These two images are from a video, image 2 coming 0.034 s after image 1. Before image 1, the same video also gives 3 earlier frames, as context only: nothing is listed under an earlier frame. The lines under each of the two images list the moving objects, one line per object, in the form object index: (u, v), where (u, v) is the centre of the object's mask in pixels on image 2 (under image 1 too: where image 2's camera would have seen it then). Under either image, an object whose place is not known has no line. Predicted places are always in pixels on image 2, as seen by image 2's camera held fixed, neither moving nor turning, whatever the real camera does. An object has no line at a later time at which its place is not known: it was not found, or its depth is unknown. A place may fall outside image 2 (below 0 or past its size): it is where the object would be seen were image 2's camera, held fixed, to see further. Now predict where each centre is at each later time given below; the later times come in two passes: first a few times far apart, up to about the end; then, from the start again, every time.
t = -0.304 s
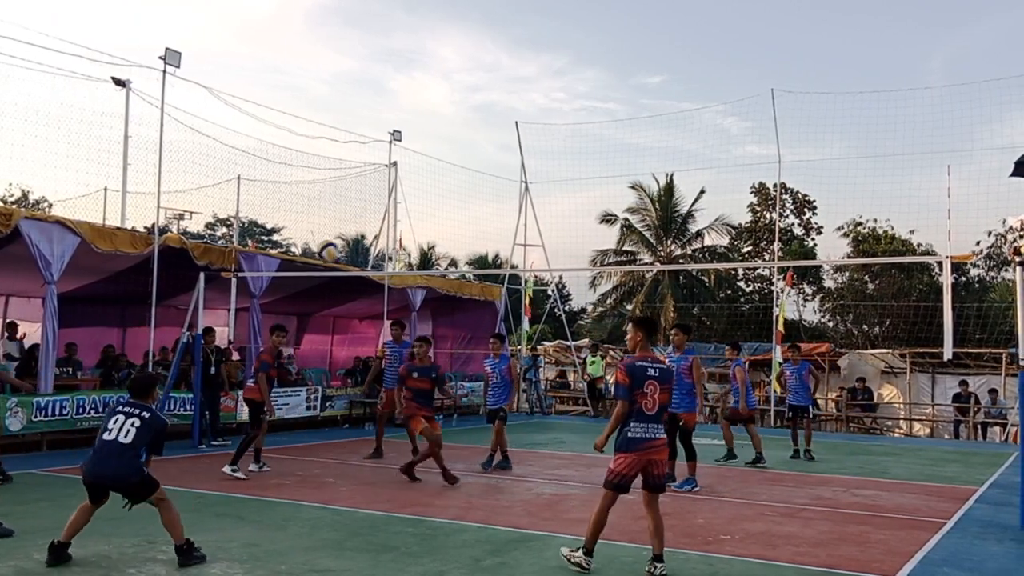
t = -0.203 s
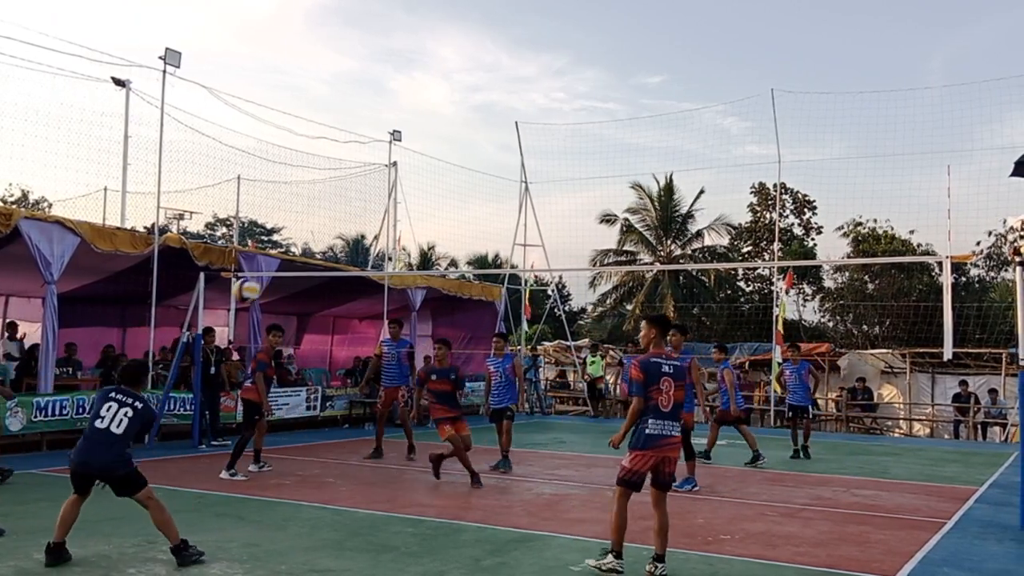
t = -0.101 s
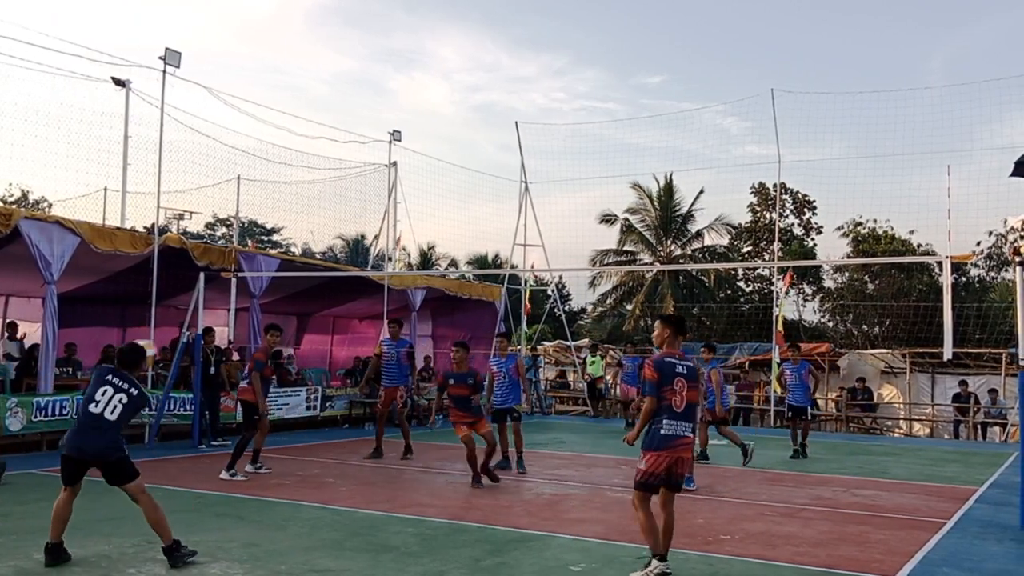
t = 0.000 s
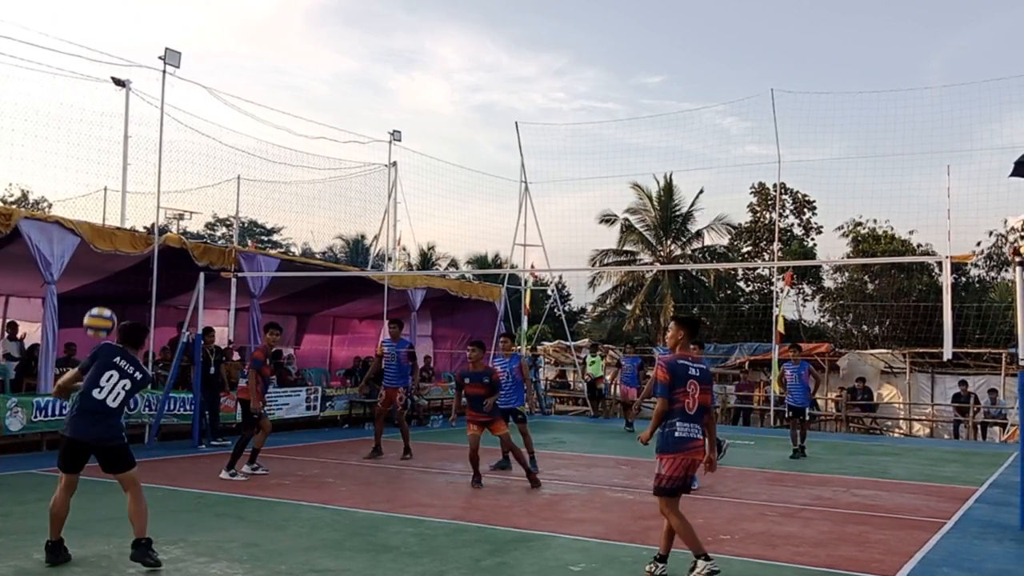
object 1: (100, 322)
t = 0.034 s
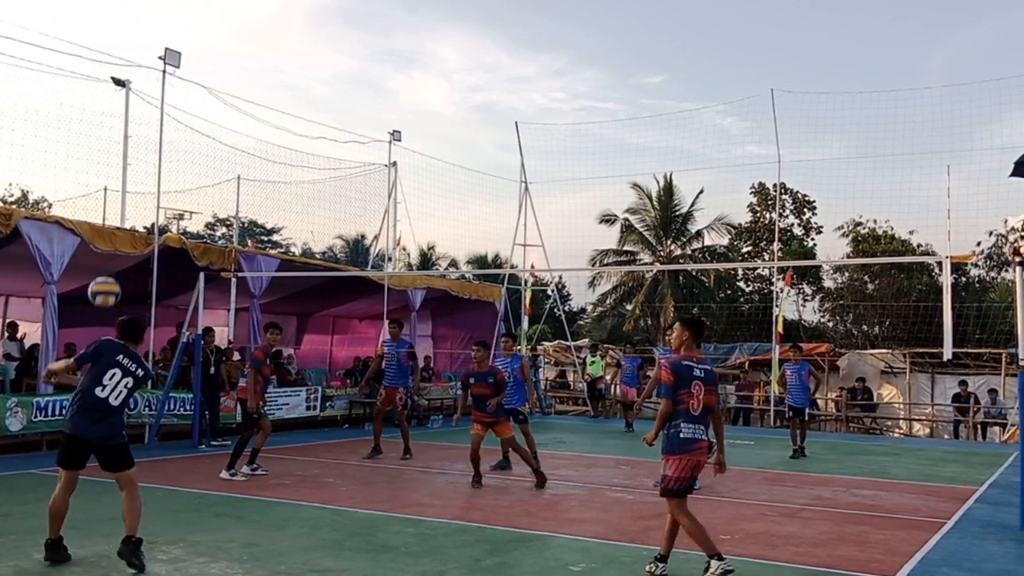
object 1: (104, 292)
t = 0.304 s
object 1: (135, 128)
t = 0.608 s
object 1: (158, 78)
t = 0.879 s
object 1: (172, 116)
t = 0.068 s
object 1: (109, 263)
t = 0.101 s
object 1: (113, 238)
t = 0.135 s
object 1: (116, 215)
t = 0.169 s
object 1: (120, 193)
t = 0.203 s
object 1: (124, 173)
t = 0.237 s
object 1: (128, 157)
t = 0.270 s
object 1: (131, 141)
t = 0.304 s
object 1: (135, 128)
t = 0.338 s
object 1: (137, 116)
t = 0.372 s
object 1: (140, 106)
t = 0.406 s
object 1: (143, 98)
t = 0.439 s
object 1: (146, 91)
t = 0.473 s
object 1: (149, 86)
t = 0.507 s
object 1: (151, 82)
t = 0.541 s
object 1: (153, 79)
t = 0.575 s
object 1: (156, 78)
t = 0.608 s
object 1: (158, 78)
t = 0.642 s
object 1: (160, 79)
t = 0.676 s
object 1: (162, 81)
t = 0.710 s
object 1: (164, 84)
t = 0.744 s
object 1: (166, 89)
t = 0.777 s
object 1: (168, 94)
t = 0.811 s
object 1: (170, 100)
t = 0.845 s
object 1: (172, 108)
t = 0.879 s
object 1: (172, 116)
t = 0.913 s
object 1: (175, 125)
